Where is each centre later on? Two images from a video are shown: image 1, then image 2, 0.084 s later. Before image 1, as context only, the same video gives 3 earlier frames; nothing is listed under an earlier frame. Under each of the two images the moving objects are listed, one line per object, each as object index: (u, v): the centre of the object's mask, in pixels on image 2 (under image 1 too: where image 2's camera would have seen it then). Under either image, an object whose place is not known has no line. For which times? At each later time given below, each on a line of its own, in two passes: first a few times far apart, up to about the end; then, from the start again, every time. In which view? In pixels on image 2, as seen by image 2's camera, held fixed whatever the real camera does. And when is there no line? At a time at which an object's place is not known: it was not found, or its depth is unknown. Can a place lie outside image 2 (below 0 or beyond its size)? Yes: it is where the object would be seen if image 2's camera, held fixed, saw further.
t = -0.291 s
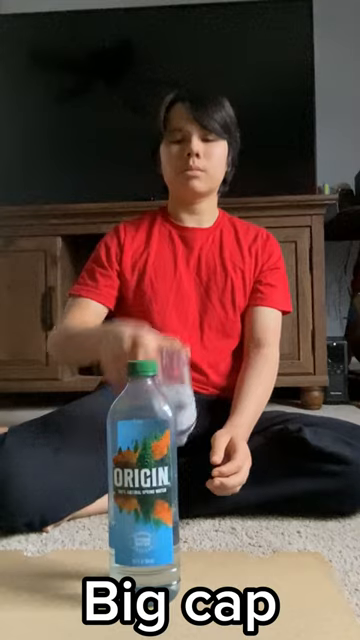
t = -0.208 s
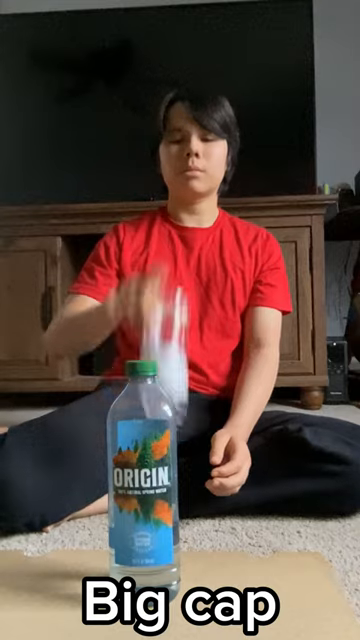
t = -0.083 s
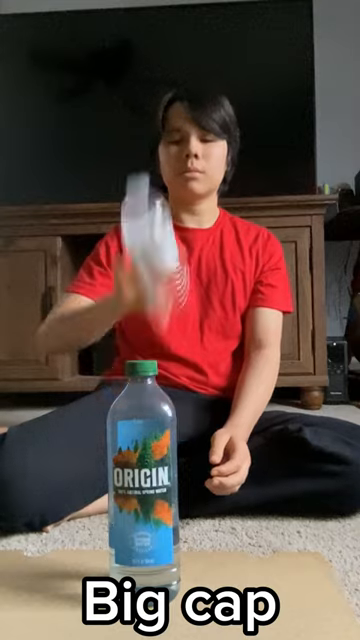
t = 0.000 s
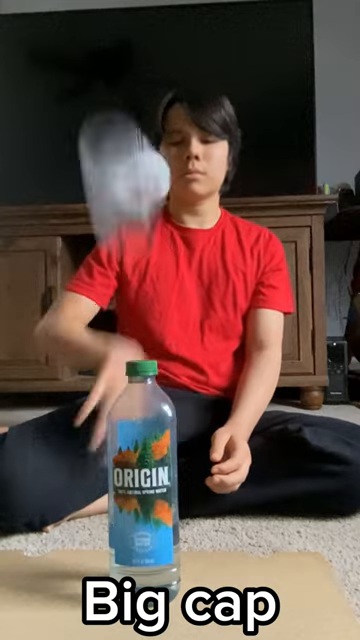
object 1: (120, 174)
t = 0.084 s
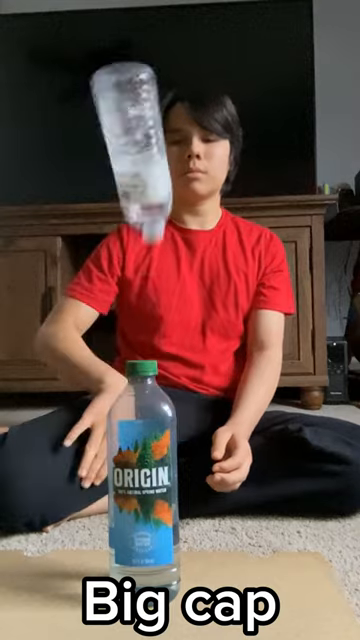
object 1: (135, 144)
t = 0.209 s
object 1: (138, 254)
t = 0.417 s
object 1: (147, 267)
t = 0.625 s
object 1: (143, 269)
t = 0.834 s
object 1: (132, 267)
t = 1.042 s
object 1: (127, 266)
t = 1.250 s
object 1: (130, 265)
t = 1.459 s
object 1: (130, 266)
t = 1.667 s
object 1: (130, 266)
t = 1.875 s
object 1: (129, 266)
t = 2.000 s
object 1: (130, 266)
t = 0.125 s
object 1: (138, 169)
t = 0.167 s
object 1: (138, 208)
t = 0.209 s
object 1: (138, 254)
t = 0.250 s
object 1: (141, 264)
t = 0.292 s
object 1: (143, 265)
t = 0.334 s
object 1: (144, 265)
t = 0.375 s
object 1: (145, 266)
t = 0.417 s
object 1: (147, 267)
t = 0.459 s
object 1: (148, 268)
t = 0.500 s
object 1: (148, 268)
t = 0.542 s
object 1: (147, 268)
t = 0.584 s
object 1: (145, 268)
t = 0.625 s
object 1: (143, 269)
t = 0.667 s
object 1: (142, 269)
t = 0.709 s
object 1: (141, 269)
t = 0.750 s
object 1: (139, 268)
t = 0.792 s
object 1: (136, 268)
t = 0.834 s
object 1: (132, 267)
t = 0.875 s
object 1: (129, 266)
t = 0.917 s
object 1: (127, 266)
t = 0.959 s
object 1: (126, 266)
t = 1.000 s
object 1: (127, 266)
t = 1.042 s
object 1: (127, 266)
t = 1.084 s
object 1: (126, 266)
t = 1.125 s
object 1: (128, 266)
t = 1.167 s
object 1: (130, 266)
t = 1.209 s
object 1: (132, 266)
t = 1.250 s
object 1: (130, 265)
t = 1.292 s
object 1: (128, 266)
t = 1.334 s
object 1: (127, 266)
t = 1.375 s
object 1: (128, 266)
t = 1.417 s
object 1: (129, 266)
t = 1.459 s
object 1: (130, 266)
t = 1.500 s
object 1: (130, 266)
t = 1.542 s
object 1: (130, 266)
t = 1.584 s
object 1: (130, 266)
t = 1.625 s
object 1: (130, 266)
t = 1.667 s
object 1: (130, 266)
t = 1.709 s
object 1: (129, 266)
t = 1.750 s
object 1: (128, 266)
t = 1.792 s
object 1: (128, 266)
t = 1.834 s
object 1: (129, 266)
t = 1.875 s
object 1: (129, 266)
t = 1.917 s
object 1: (129, 266)
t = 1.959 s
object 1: (129, 266)
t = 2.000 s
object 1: (130, 266)
